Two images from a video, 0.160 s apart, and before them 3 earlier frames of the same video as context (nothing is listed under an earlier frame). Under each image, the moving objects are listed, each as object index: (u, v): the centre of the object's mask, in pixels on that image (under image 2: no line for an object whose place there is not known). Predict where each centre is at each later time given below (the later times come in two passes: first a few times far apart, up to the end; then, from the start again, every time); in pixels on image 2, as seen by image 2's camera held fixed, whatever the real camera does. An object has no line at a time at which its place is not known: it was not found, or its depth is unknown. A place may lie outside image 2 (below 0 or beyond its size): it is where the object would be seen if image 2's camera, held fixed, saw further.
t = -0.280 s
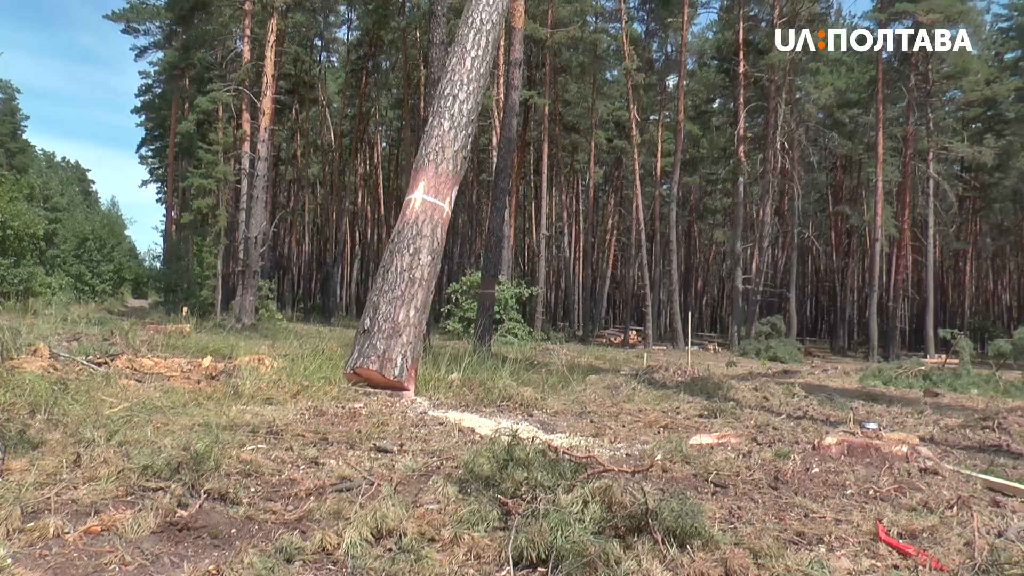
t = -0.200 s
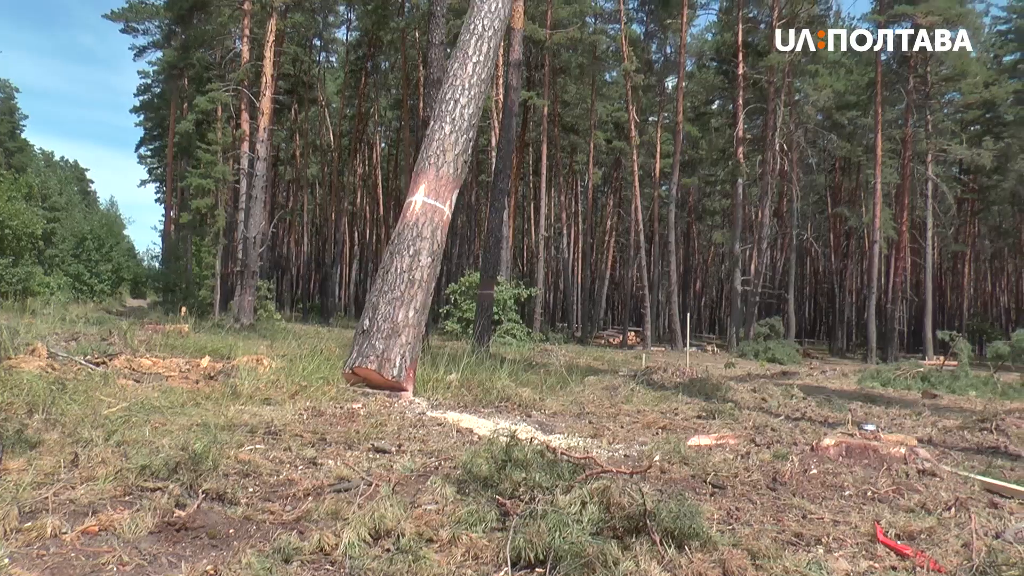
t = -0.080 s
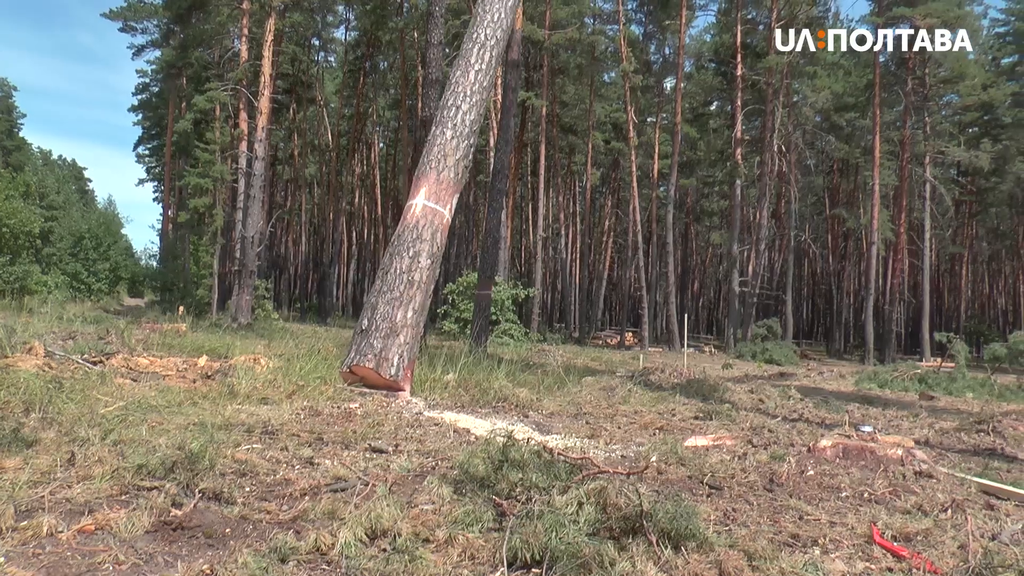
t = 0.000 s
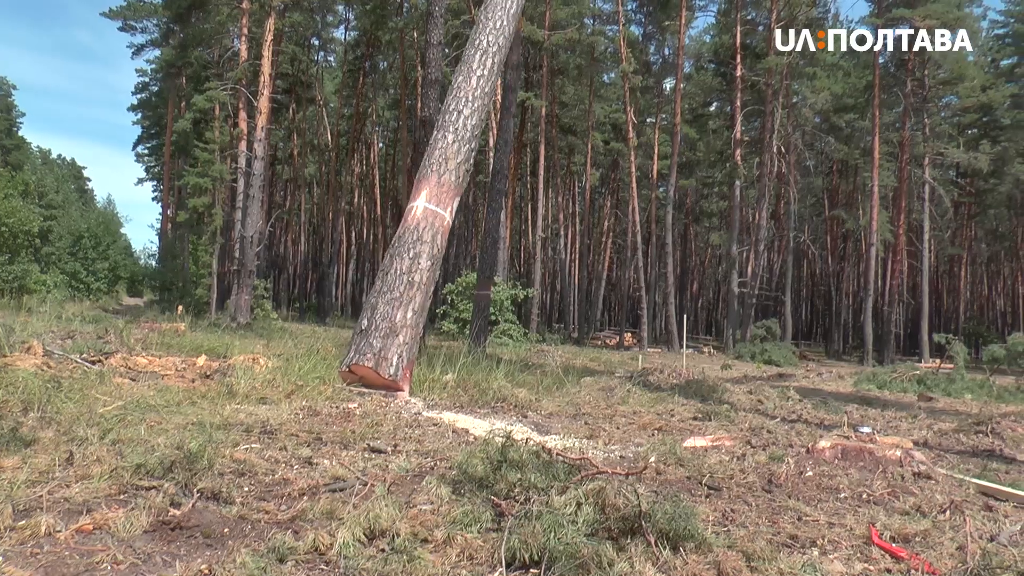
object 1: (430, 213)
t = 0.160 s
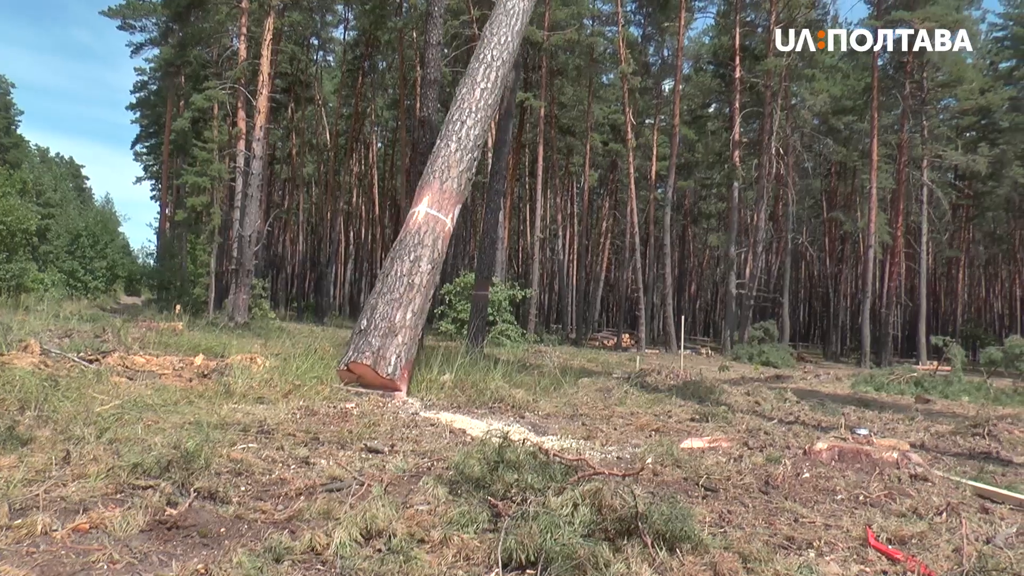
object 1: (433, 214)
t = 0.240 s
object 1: (436, 215)
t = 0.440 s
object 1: (443, 217)
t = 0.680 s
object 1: (454, 221)
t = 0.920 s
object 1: (468, 226)
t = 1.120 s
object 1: (484, 232)
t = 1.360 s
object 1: (500, 253)
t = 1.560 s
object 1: (503, 290)
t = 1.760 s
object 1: (516, 329)
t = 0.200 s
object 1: (434, 215)
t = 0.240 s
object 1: (436, 215)
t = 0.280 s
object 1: (437, 215)
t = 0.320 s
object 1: (439, 216)
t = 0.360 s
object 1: (440, 216)
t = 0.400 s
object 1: (442, 215)
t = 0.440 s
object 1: (443, 217)
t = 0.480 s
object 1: (445, 218)
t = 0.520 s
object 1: (446, 219)
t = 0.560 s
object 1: (448, 220)
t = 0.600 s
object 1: (450, 220)
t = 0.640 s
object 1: (452, 220)
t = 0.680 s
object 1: (454, 221)
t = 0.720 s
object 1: (456, 222)
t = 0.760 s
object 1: (459, 222)
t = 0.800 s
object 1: (461, 223)
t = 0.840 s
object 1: (462, 225)
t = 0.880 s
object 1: (466, 224)
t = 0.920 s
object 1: (468, 226)
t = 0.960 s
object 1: (471, 226)
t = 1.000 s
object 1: (474, 228)
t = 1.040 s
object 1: (478, 228)
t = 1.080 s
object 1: (481, 230)
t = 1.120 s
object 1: (484, 232)
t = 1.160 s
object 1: (487, 235)
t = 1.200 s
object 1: (489, 238)
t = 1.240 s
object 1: (492, 241)
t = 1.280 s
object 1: (495, 244)
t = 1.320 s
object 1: (499, 246)
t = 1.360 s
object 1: (500, 253)
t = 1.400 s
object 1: (499, 261)
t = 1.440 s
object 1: (499, 268)
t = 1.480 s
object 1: (501, 275)
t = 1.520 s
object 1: (502, 282)
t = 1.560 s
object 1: (503, 290)
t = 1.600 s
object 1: (507, 297)
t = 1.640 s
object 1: (509, 306)
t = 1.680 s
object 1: (513, 313)
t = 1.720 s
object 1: (515, 321)
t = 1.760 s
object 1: (516, 329)
